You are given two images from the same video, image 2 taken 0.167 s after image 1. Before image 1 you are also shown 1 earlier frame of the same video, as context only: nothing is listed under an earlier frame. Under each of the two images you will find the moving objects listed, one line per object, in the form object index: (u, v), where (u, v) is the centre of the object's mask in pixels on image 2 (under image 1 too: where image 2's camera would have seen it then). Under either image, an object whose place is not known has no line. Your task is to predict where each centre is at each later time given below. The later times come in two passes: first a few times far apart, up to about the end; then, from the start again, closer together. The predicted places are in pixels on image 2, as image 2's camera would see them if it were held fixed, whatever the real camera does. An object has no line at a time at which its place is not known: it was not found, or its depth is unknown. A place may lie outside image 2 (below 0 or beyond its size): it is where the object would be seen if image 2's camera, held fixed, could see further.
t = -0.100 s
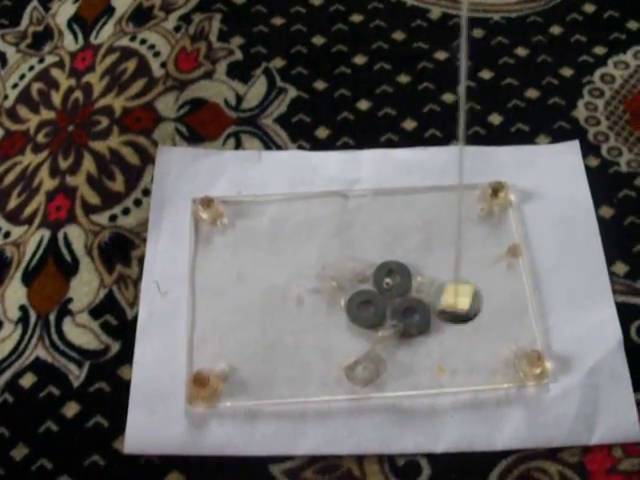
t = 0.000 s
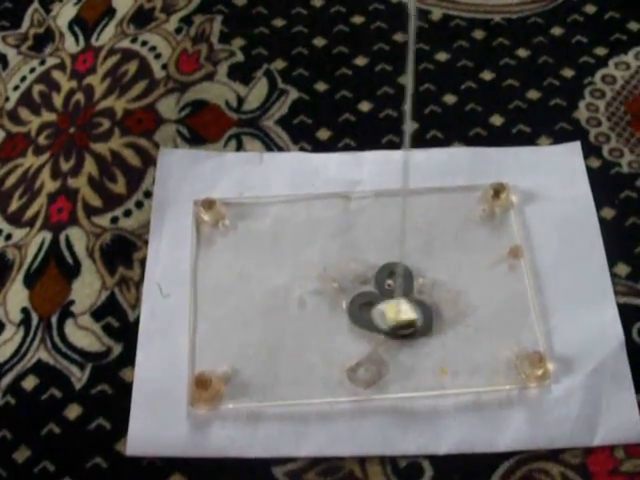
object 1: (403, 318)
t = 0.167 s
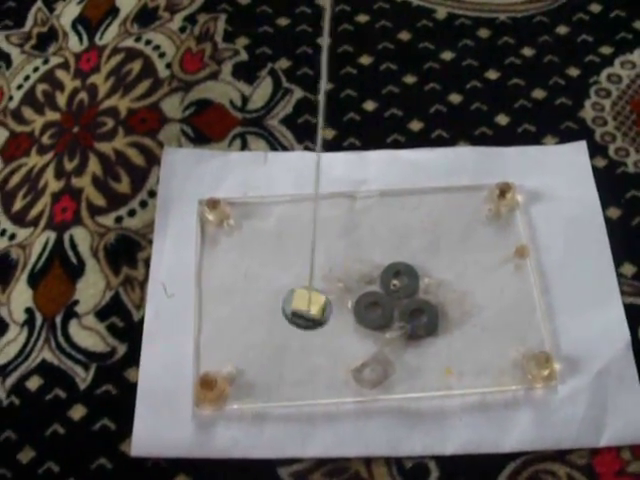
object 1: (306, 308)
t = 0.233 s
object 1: (286, 291)
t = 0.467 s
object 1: (327, 217)
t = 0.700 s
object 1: (434, 185)
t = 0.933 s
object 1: (481, 230)
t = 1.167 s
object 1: (415, 320)
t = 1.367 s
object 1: (324, 338)
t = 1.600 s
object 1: (316, 243)
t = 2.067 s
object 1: (441, 196)
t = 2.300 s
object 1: (434, 298)
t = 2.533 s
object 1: (354, 335)
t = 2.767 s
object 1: (323, 241)
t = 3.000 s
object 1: (355, 164)
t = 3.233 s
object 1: (402, 191)
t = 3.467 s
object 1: (417, 279)
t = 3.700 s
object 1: (373, 325)
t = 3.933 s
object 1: (323, 256)
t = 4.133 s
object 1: (321, 181)
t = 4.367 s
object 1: (386, 175)
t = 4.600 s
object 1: (468, 247)
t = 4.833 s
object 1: (459, 309)
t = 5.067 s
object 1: (326, 271)
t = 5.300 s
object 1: (273, 186)
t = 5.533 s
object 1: (379, 176)
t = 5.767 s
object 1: (480, 240)
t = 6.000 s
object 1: (441, 304)
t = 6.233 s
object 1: (288, 273)
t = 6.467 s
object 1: (287, 191)
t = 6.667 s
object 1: (389, 179)
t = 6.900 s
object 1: (471, 226)
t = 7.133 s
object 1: (425, 302)
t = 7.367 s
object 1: (303, 297)
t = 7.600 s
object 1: (289, 207)
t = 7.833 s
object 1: (397, 164)
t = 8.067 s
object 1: (475, 218)
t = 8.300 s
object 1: (419, 318)
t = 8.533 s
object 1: (304, 311)
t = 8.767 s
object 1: (310, 213)
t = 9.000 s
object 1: (394, 168)
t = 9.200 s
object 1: (443, 211)
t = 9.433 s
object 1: (418, 303)
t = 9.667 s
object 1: (344, 313)
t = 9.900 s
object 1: (330, 212)
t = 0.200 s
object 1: (294, 300)
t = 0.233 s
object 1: (286, 291)
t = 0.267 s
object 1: (281, 280)
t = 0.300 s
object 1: (281, 269)
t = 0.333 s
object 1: (284, 257)
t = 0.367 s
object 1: (291, 246)
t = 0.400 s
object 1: (301, 235)
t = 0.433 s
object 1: (313, 225)
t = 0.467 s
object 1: (327, 217)
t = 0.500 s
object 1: (342, 209)
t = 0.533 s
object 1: (358, 202)
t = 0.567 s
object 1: (374, 196)
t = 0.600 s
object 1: (390, 192)
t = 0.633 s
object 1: (405, 188)
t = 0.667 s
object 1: (420, 186)
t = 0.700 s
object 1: (434, 185)
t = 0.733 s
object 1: (447, 186)
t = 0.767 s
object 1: (458, 188)
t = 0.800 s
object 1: (467, 193)
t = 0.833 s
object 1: (475, 200)
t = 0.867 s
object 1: (479, 208)
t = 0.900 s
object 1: (481, 218)
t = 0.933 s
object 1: (481, 230)
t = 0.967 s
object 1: (478, 243)
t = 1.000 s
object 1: (472, 256)
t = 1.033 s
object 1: (464, 270)
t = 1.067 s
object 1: (455, 284)
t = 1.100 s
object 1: (444, 297)
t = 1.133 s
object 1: (429, 309)
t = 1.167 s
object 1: (415, 320)
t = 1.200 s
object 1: (400, 331)
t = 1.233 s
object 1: (384, 339)
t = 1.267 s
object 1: (366, 344)
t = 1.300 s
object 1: (351, 346)
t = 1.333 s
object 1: (336, 344)
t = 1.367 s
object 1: (324, 338)
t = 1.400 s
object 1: (314, 330)
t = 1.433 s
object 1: (307, 319)
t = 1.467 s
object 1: (304, 306)
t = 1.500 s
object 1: (303, 291)
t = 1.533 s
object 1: (305, 276)
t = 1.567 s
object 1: (310, 259)
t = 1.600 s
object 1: (316, 243)
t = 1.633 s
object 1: (324, 227)
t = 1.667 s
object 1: (334, 211)
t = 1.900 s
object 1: (406, 159)
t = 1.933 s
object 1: (415, 162)
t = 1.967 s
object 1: (423, 167)
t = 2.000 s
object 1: (430, 174)
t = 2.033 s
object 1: (436, 184)
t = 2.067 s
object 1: (441, 196)
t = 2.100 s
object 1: (444, 209)
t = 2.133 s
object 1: (446, 223)
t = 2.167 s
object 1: (447, 237)
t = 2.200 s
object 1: (445, 253)
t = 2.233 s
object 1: (442, 269)
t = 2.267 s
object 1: (439, 284)
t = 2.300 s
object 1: (434, 298)
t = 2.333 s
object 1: (422, 313)
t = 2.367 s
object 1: (413, 323)
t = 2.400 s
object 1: (402, 333)
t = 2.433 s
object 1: (390, 339)
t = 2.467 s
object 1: (378, 340)
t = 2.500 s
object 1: (365, 340)
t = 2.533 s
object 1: (354, 335)
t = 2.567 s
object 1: (344, 326)
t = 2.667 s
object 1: (326, 289)
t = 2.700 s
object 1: (323, 273)
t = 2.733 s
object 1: (323, 257)
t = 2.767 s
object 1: (323, 241)
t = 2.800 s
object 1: (325, 225)
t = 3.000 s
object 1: (355, 164)
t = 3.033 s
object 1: (362, 161)
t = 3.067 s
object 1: (369, 160)
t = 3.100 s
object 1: (376, 162)
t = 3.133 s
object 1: (383, 167)
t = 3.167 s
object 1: (390, 173)
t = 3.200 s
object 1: (396, 181)
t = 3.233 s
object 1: (402, 191)
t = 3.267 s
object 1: (407, 202)
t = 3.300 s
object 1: (411, 215)
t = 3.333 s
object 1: (415, 227)
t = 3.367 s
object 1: (417, 240)
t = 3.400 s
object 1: (418, 254)
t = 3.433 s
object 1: (418, 267)
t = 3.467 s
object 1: (417, 279)
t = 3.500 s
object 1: (415, 292)
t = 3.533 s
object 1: (410, 302)
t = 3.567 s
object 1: (404, 311)
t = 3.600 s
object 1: (397, 320)
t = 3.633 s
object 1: (388, 324)
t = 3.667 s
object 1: (382, 326)
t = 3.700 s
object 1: (373, 325)
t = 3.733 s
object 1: (365, 322)
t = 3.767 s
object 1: (355, 316)
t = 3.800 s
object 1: (347, 307)
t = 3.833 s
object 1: (338, 296)
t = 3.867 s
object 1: (332, 284)
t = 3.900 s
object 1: (327, 270)
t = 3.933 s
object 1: (323, 256)
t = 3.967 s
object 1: (319, 242)
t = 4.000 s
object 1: (317, 228)
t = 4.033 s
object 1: (316, 214)
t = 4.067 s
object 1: (315, 202)
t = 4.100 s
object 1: (317, 190)
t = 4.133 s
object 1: (321, 181)
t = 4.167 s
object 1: (327, 173)
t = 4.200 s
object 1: (334, 167)
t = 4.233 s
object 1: (342, 164)
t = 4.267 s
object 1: (352, 164)
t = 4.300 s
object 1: (363, 166)
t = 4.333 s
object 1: (374, 170)
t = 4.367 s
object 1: (386, 175)
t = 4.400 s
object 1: (397, 185)
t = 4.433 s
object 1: (409, 193)
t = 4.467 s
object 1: (422, 202)
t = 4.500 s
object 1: (436, 211)
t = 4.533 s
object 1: (448, 222)
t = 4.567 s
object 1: (459, 234)
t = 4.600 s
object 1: (468, 247)
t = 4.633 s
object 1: (476, 259)
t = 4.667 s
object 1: (481, 271)
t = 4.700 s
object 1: (483, 282)
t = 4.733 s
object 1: (482, 292)
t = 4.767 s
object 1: (477, 300)
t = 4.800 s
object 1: (470, 306)
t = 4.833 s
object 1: (459, 309)
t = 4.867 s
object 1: (443, 311)
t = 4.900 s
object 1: (424, 311)
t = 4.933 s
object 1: (405, 305)
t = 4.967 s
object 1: (386, 299)
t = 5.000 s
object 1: (365, 292)
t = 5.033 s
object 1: (344, 282)
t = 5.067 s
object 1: (326, 271)
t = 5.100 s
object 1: (309, 258)
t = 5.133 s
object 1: (294, 245)
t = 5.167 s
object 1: (282, 233)
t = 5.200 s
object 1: (275, 220)
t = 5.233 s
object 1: (269, 207)
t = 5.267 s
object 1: (270, 196)
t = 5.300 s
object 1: (273, 186)
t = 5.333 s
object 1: (281, 178)
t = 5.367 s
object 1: (293, 172)
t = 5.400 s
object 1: (307, 168)
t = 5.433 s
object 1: (323, 168)
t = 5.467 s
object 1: (341, 170)
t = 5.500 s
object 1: (358, 173)
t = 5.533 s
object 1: (379, 176)
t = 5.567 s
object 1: (397, 182)
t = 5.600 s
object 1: (414, 190)
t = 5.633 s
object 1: (431, 198)
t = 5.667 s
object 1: (446, 208)
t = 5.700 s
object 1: (460, 218)
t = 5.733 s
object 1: (472, 229)
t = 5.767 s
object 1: (480, 240)
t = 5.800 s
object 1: (485, 251)
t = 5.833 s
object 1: (487, 262)
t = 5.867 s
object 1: (484, 273)
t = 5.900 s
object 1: (478, 284)
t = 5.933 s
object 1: (468, 292)
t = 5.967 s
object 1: (458, 299)
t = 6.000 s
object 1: (441, 304)
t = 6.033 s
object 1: (420, 310)
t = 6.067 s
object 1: (403, 308)
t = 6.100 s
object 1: (379, 309)
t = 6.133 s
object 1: (338, 299)
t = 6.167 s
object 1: (320, 292)
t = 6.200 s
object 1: (303, 283)
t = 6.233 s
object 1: (288, 273)
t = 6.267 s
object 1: (277, 260)
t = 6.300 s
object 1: (268, 247)
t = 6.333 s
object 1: (264, 234)
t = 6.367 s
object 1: (265, 221)
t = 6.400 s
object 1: (269, 210)
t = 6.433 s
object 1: (276, 200)
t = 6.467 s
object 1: (287, 191)
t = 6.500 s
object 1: (302, 184)
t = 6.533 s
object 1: (320, 179)
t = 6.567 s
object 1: (338, 176)
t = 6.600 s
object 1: (356, 175)
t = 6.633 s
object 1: (374, 175)
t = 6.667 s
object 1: (389, 179)
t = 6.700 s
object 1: (406, 182)
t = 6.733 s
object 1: (421, 187)
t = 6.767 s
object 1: (435, 193)
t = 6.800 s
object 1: (448, 200)
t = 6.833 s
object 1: (460, 207)
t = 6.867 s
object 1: (467, 216)
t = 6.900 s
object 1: (471, 226)
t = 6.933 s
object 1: (473, 236)
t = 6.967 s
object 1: (472, 248)
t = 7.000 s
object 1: (467, 259)
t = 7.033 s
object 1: (460, 271)
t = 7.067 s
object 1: (450, 282)
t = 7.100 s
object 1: (440, 292)
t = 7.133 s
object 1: (425, 302)
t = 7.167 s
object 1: (407, 310)
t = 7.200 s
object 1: (390, 314)
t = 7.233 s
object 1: (371, 315)
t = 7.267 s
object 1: (352, 315)
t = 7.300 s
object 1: (334, 311)
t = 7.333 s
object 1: (318, 305)
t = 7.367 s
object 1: (303, 297)
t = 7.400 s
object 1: (291, 287)
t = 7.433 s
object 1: (282, 275)
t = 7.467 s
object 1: (276, 262)
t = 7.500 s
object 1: (274, 248)
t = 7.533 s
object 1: (276, 234)
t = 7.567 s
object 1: (281, 220)
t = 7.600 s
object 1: (289, 207)
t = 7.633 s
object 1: (301, 195)
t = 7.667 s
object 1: (314, 185)
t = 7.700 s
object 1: (328, 177)
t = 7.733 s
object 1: (346, 170)
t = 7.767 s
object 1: (363, 166)
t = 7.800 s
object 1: (380, 164)
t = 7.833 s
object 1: (397, 164)
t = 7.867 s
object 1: (413, 166)
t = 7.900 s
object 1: (425, 171)
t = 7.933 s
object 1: (439, 177)
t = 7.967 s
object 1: (451, 185)
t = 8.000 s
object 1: (461, 195)
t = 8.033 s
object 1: (469, 205)
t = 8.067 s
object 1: (475, 218)
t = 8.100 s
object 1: (476, 232)
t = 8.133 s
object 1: (474, 247)
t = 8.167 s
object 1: (469, 263)
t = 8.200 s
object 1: (460, 278)
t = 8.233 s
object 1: (449, 292)
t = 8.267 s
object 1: (436, 306)
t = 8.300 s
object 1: (419, 318)
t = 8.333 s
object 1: (408, 324)
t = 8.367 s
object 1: (382, 332)
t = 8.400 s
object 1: (364, 334)
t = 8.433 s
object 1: (346, 332)
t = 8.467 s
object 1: (330, 328)
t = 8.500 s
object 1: (315, 321)
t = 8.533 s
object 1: (304, 311)
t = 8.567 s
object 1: (296, 300)
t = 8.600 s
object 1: (291, 287)
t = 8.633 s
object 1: (289, 272)
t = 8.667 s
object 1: (290, 257)
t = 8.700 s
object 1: (295, 242)
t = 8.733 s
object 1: (301, 227)
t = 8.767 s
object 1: (310, 213)
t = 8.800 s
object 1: (320, 201)
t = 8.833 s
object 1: (331, 190)
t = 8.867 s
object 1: (343, 181)
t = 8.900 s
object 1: (355, 174)
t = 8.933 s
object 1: (369, 171)
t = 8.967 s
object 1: (381, 168)
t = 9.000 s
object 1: (394, 168)
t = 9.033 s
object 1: (406, 170)
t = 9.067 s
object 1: (416, 174)
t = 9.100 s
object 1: (424, 181)
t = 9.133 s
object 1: (431, 189)
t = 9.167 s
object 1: (437, 200)
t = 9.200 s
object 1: (443, 211)
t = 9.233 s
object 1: (445, 224)
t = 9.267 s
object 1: (445, 237)
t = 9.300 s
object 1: (444, 251)
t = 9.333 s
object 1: (440, 265)
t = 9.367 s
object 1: (436, 279)
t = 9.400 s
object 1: (429, 292)
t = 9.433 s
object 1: (418, 303)
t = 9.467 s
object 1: (410, 314)
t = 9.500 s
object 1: (398, 322)
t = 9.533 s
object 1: (387, 326)
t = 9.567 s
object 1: (374, 326)
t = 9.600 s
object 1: (365, 324)
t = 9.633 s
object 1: (352, 320)
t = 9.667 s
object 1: (344, 313)
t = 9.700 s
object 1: (338, 302)
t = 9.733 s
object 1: (334, 289)
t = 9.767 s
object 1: (330, 275)
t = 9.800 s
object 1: (326, 261)
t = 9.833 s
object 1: (326, 244)
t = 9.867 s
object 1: (327, 228)
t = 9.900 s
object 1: (330, 212)
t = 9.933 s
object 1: (330, 200)
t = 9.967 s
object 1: (335, 187)
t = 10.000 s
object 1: (342, 176)
